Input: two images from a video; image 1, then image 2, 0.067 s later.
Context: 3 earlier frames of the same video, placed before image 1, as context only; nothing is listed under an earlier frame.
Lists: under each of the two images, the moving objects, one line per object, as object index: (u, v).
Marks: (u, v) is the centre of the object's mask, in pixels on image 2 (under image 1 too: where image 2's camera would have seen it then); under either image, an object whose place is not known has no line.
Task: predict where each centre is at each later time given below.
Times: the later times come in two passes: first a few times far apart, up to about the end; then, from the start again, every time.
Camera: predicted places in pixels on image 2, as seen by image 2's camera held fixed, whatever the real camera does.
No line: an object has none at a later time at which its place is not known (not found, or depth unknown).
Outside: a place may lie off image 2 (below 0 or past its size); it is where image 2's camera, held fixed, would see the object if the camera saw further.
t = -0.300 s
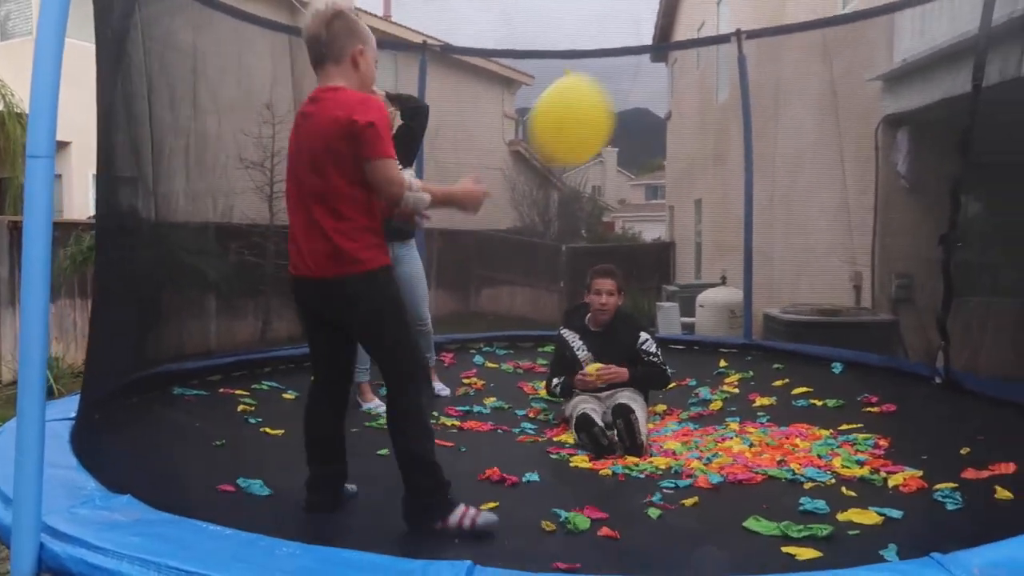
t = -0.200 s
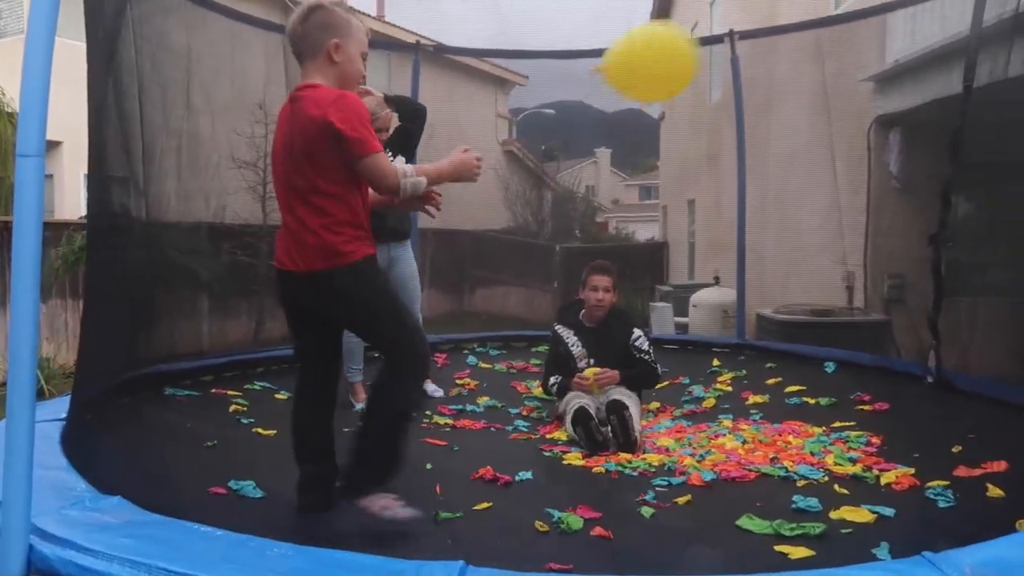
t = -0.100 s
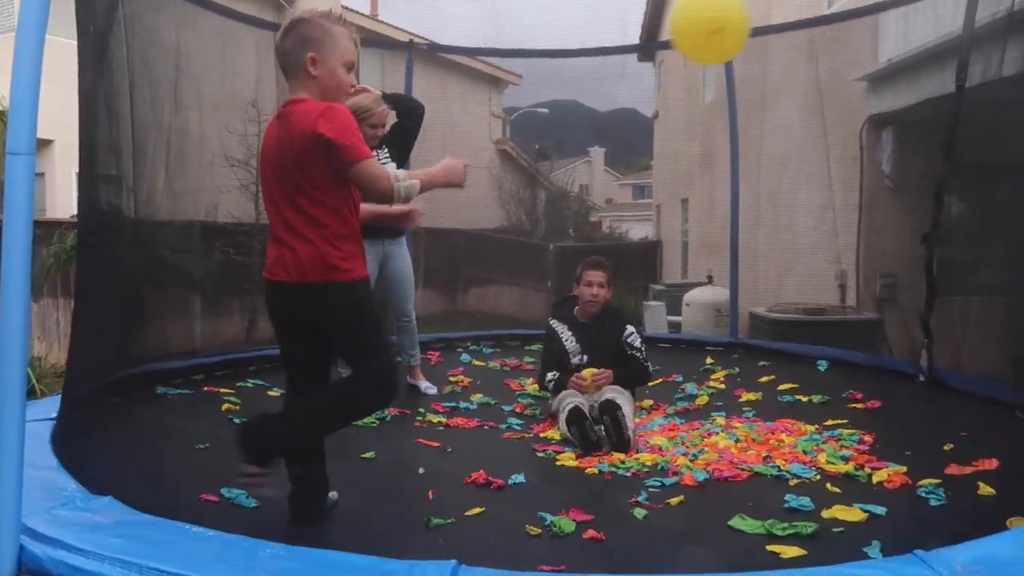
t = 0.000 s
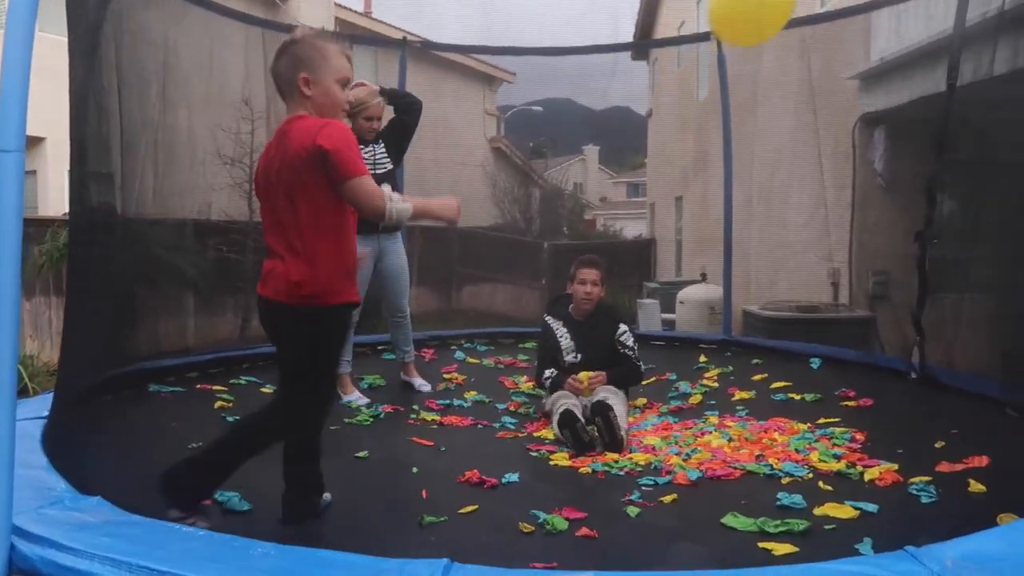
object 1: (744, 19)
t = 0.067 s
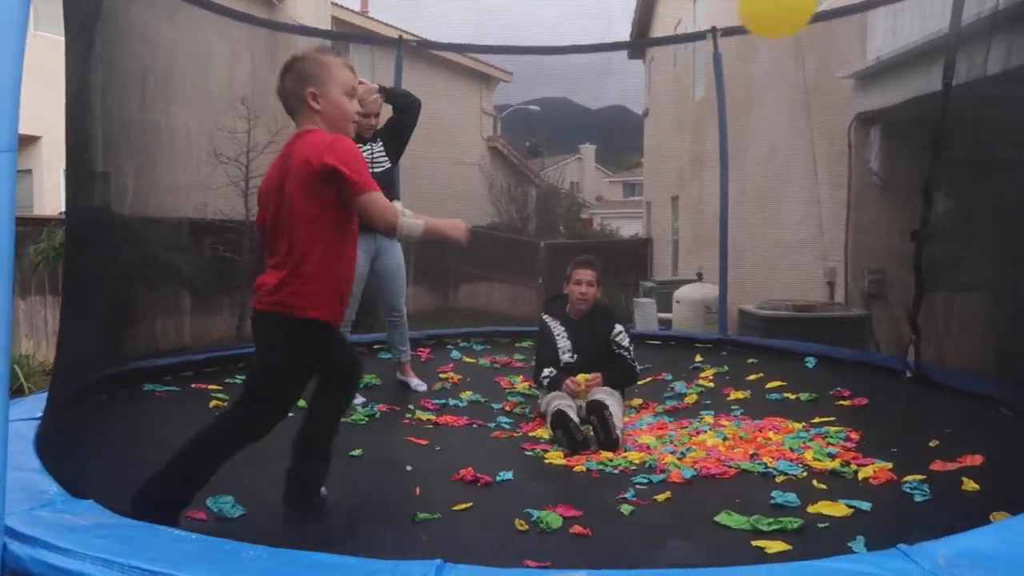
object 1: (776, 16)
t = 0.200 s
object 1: (828, 16)
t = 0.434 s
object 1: (888, 38)
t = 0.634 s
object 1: (929, 103)
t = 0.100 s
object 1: (792, 16)
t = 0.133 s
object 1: (806, 15)
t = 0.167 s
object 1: (818, 15)
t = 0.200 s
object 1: (828, 16)
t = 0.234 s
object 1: (838, 17)
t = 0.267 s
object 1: (846, 19)
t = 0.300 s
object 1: (856, 21)
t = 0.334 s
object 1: (865, 24)
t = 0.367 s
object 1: (873, 28)
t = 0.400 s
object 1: (880, 32)
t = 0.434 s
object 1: (888, 38)
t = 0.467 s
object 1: (896, 44)
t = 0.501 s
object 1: (904, 54)
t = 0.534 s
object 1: (911, 66)
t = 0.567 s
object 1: (917, 78)
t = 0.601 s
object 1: (923, 90)
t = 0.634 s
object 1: (929, 103)
